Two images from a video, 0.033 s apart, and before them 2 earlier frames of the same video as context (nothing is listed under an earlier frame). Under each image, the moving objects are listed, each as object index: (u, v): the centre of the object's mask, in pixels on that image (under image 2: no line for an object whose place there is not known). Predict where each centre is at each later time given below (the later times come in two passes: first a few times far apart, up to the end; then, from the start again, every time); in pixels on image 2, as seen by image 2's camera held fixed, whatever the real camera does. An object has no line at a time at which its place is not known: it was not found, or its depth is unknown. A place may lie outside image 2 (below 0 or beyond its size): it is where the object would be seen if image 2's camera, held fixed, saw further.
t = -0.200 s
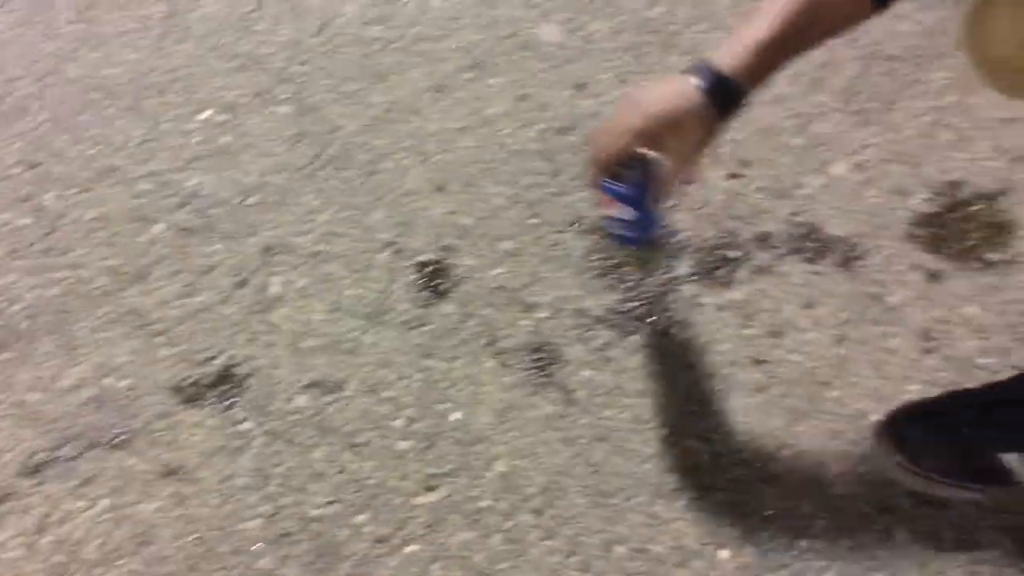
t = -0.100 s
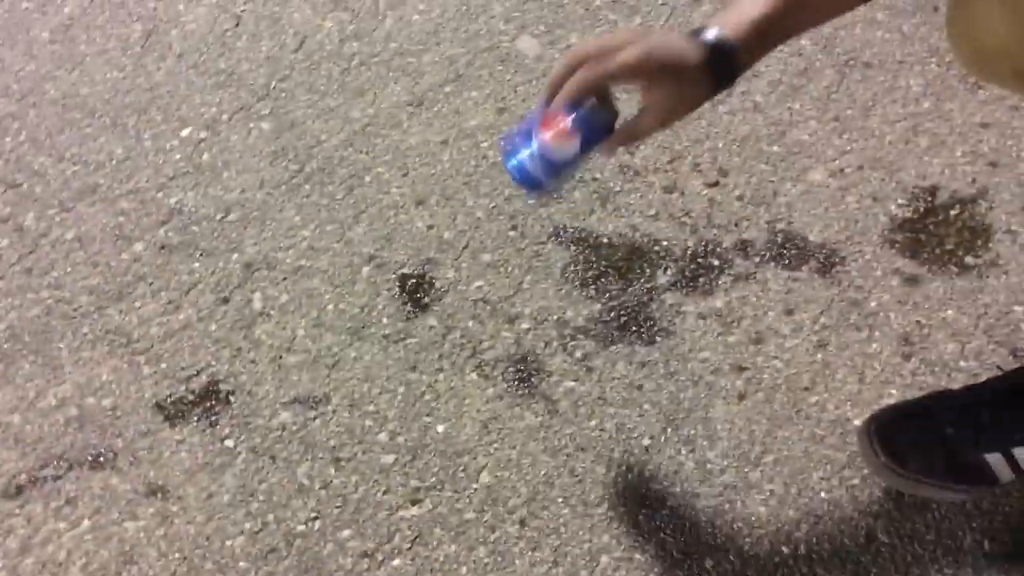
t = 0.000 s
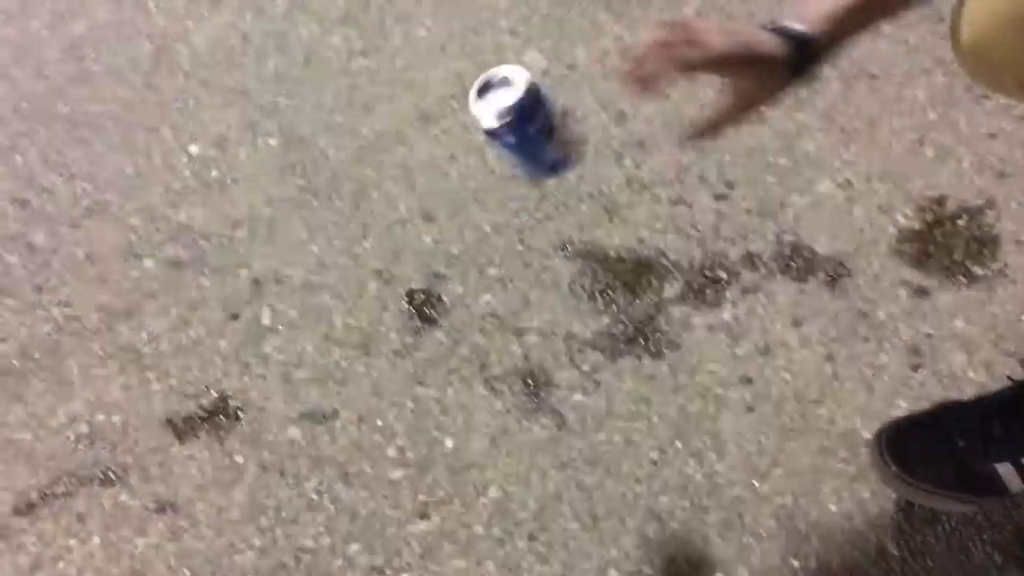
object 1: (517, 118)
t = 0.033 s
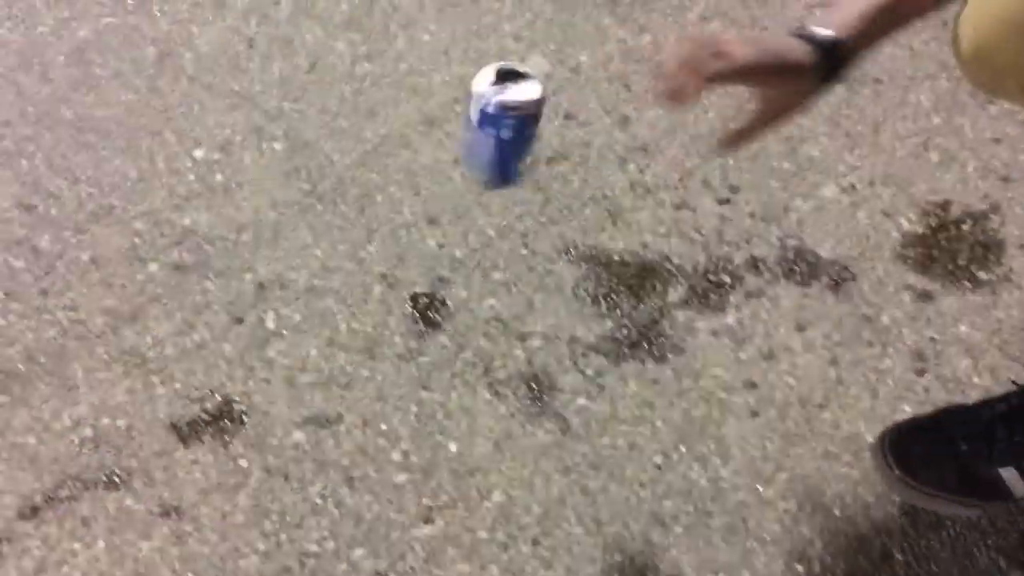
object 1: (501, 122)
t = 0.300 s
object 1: (439, 289)
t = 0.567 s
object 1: (394, 290)
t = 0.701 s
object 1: (395, 288)
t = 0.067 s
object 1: (483, 124)
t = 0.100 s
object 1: (472, 130)
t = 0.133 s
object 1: (460, 144)
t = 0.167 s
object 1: (452, 162)
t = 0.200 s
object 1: (445, 188)
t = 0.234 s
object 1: (441, 218)
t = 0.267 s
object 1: (437, 257)
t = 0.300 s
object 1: (439, 289)
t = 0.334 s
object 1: (434, 289)
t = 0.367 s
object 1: (429, 289)
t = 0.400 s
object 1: (424, 288)
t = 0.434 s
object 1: (418, 288)
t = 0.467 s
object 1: (410, 287)
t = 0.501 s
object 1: (402, 287)
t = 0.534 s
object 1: (394, 290)
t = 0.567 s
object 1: (394, 290)
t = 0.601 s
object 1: (395, 290)
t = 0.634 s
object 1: (395, 289)
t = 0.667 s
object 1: (395, 288)
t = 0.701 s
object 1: (395, 288)
